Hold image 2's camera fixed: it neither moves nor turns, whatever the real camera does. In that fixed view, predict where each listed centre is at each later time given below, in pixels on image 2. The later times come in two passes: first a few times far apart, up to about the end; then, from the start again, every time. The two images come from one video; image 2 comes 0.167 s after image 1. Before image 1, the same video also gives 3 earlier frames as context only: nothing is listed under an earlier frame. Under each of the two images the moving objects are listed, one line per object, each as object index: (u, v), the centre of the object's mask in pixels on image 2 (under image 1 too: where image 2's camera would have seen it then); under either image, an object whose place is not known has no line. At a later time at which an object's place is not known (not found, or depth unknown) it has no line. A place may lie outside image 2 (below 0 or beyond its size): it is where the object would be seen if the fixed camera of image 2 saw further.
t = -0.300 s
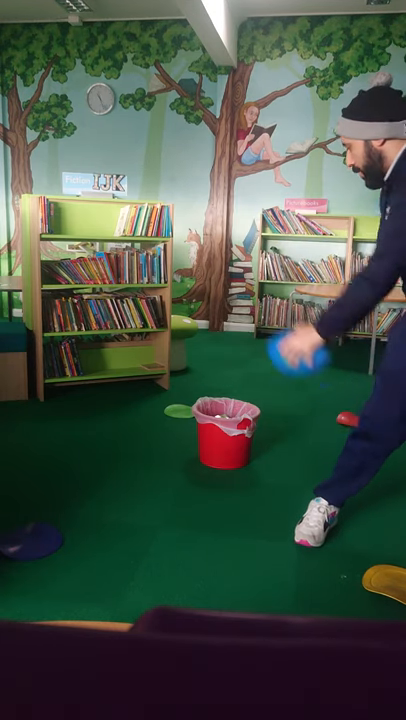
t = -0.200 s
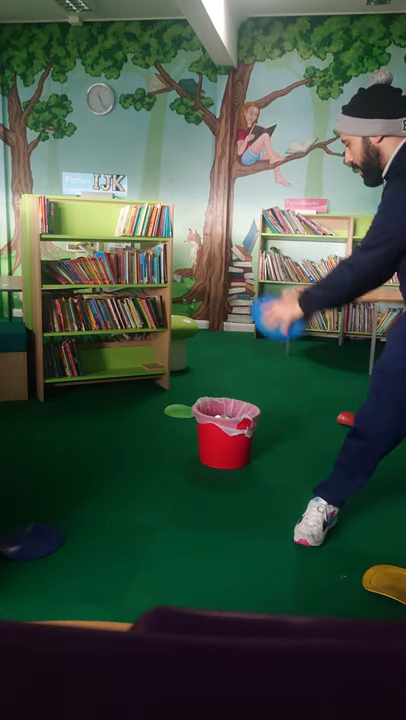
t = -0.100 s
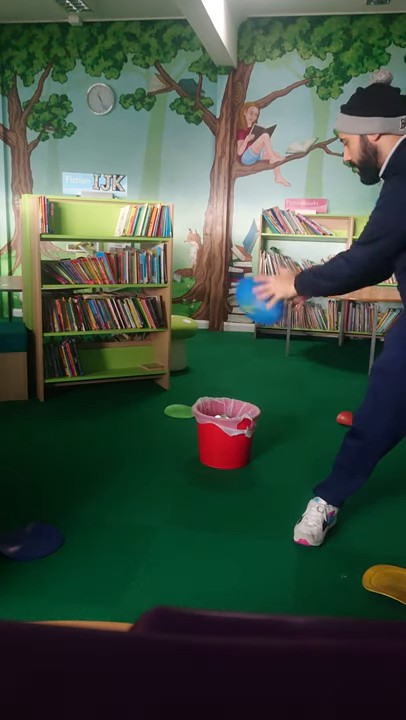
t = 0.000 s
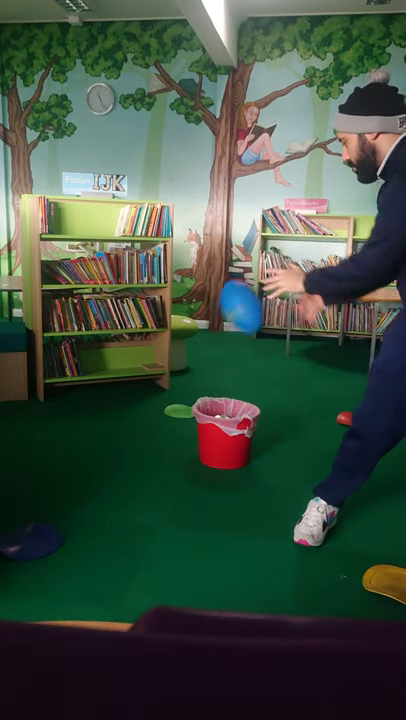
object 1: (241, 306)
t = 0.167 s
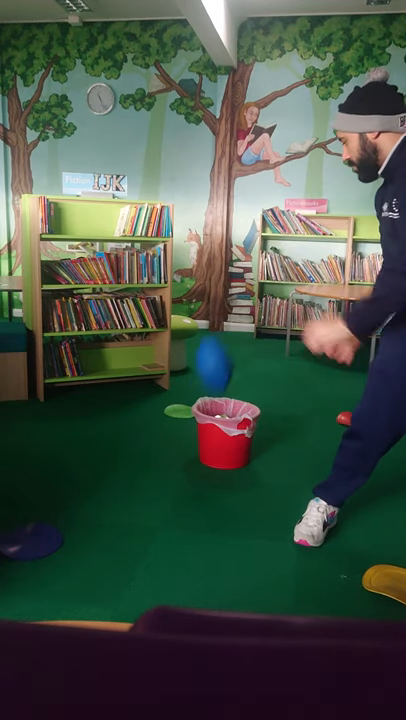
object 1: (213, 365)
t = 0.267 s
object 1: (213, 394)
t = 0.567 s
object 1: (268, 392)
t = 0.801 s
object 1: (307, 432)
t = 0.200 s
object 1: (208, 380)
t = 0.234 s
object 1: (206, 394)
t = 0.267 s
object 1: (213, 394)
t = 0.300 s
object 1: (221, 394)
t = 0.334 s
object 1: (228, 394)
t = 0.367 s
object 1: (235, 391)
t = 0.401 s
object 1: (240, 387)
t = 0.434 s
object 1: (246, 386)
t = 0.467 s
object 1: (251, 386)
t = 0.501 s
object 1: (256, 389)
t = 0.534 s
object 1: (262, 391)
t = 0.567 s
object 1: (268, 392)
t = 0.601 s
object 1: (272, 395)
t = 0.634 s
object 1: (280, 401)
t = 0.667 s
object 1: (285, 408)
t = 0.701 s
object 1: (290, 417)
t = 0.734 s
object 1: (296, 428)
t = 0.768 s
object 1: (302, 437)
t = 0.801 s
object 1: (307, 432)
